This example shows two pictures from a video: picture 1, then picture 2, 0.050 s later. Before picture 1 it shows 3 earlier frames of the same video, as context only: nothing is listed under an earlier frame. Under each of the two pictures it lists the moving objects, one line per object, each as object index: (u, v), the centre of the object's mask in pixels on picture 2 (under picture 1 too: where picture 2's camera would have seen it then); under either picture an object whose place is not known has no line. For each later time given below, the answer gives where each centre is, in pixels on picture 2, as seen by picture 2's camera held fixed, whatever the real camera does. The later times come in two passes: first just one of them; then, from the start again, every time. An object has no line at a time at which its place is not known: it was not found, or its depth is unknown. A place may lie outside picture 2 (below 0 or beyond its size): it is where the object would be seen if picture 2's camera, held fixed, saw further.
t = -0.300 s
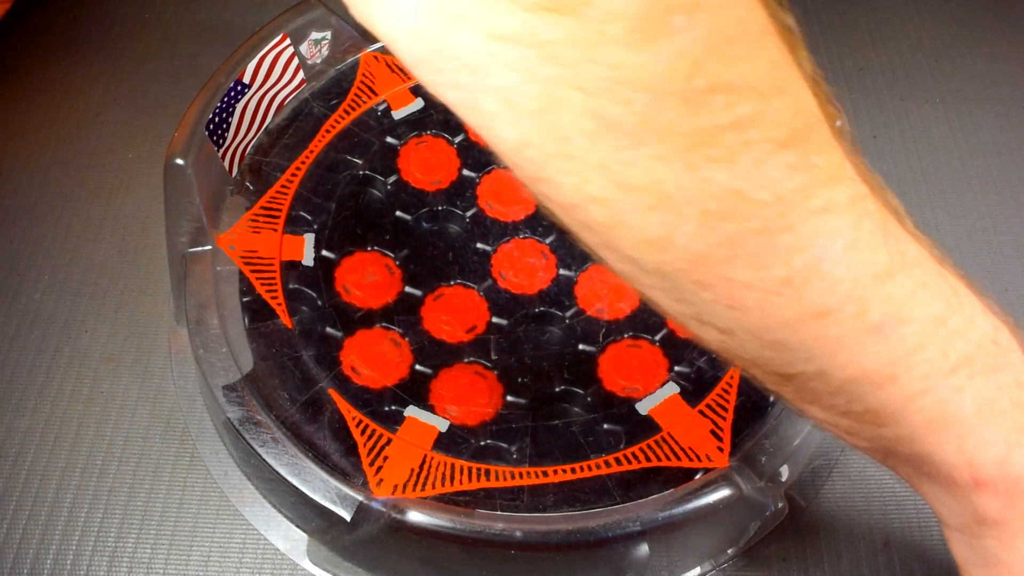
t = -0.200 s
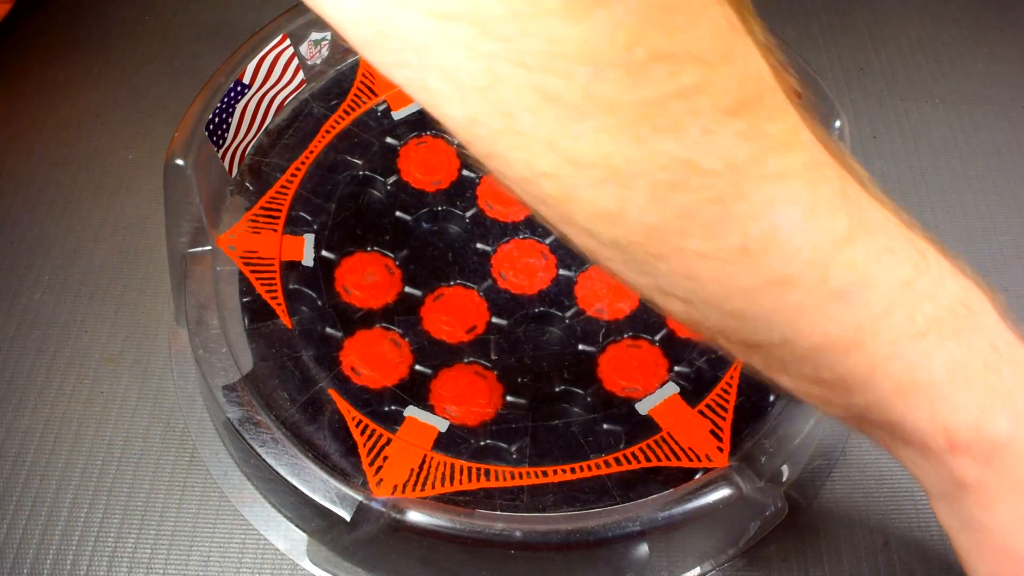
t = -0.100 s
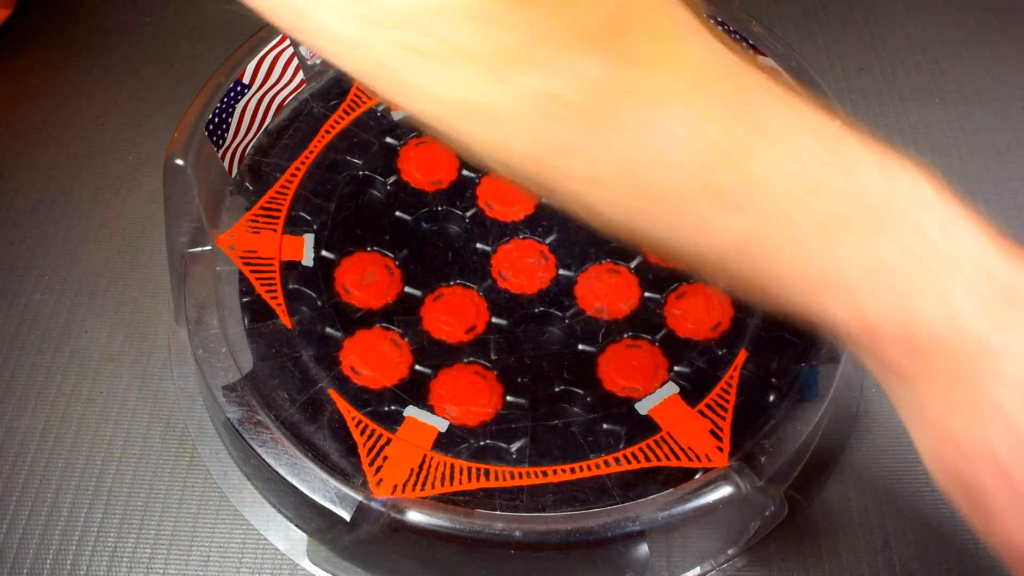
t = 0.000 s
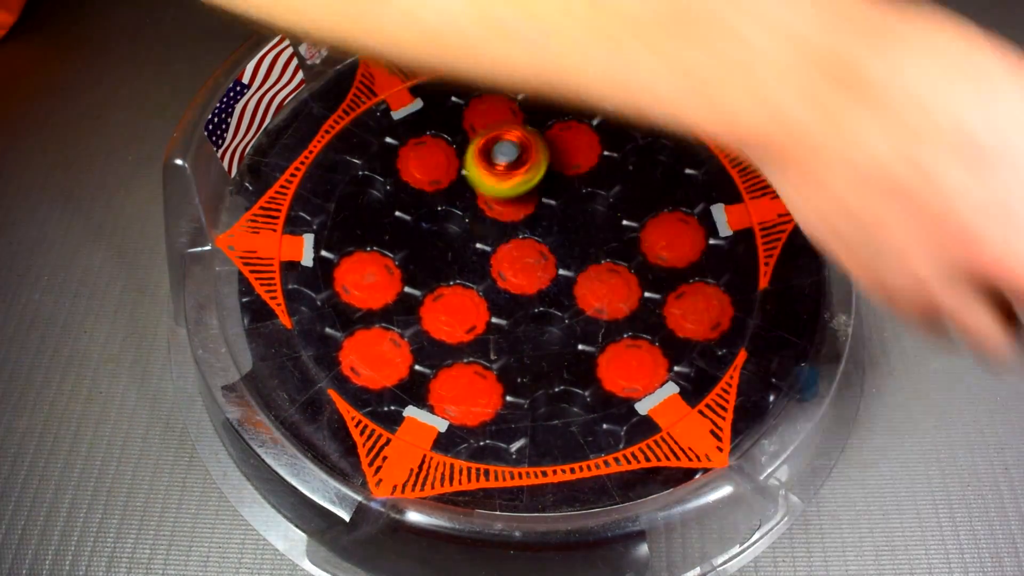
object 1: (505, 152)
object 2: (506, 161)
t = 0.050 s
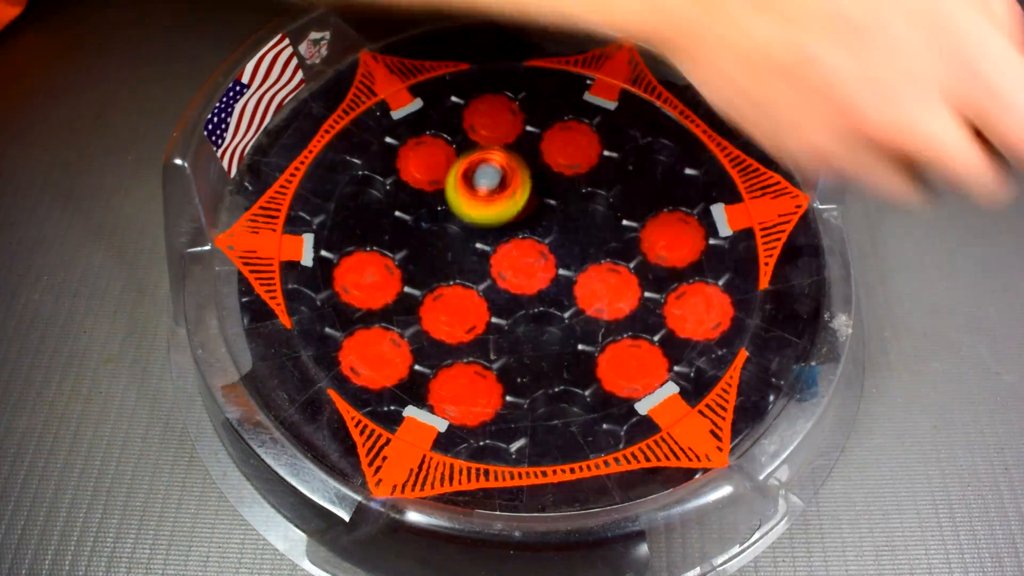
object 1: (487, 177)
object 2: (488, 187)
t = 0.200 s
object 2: (511, 287)
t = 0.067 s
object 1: (483, 189)
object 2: (484, 198)
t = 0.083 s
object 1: (480, 201)
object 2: (482, 209)
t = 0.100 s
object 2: (480, 222)
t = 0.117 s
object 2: (482, 233)
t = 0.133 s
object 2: (485, 245)
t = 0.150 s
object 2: (489, 256)
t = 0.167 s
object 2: (495, 266)
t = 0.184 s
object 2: (502, 277)
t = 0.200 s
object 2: (511, 287)
